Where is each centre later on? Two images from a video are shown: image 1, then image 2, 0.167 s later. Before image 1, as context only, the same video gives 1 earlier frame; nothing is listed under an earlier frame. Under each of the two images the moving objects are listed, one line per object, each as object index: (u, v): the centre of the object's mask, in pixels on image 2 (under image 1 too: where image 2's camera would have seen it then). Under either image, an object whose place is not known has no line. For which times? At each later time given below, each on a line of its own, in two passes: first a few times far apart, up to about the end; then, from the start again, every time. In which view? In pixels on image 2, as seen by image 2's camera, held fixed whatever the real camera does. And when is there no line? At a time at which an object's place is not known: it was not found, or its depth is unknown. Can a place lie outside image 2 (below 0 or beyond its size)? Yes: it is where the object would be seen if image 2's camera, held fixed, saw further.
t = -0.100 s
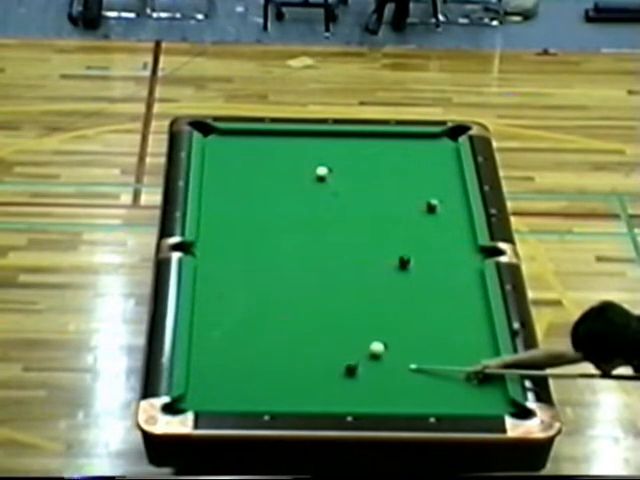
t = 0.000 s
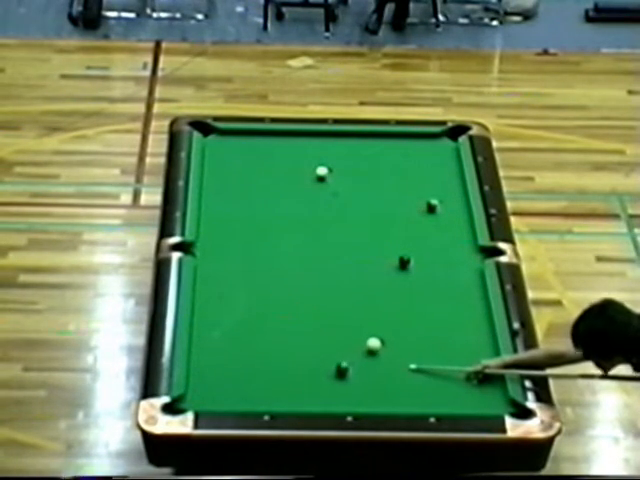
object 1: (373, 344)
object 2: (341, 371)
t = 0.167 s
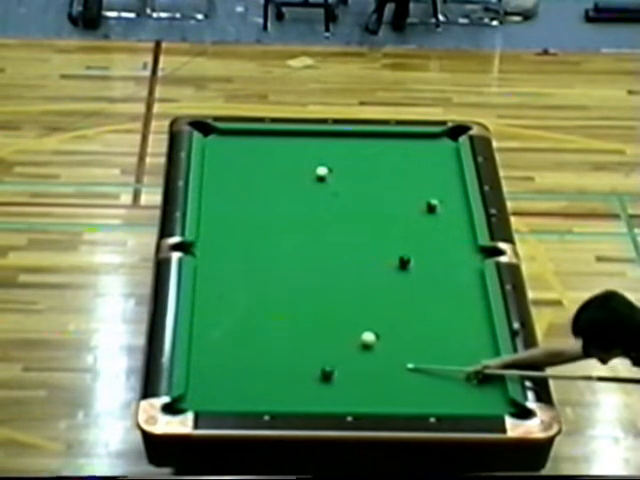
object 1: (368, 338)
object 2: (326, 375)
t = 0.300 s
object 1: (364, 333)
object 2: (315, 377)
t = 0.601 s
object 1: (356, 323)
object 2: (290, 384)
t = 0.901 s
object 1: (348, 314)
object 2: (265, 389)
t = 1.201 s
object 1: (342, 307)
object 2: (242, 395)
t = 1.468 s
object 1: (337, 300)
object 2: (223, 397)
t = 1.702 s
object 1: (332, 296)
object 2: (208, 398)
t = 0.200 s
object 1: (367, 337)
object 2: (324, 375)
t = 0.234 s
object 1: (366, 336)
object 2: (321, 375)
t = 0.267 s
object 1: (365, 334)
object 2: (318, 375)
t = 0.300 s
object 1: (364, 333)
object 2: (315, 377)
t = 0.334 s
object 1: (363, 332)
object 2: (312, 379)
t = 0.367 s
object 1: (363, 331)
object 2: (309, 380)
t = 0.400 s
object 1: (362, 330)
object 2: (306, 380)
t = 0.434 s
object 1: (360, 329)
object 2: (303, 381)
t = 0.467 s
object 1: (359, 328)
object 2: (301, 381)
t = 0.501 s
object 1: (359, 326)
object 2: (298, 380)
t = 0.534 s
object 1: (358, 325)
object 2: (295, 381)
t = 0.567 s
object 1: (357, 324)
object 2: (292, 382)
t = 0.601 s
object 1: (356, 323)
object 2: (290, 384)
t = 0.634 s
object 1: (355, 322)
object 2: (287, 385)
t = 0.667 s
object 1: (354, 321)
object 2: (284, 385)
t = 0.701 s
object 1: (353, 320)
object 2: (281, 385)
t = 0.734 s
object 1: (353, 320)
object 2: (279, 385)
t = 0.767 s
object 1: (352, 318)
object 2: (276, 384)
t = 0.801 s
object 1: (351, 318)
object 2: (273, 385)
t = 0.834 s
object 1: (350, 317)
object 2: (270, 387)
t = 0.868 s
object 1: (349, 315)
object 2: (268, 389)
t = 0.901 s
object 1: (348, 314)
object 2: (265, 389)
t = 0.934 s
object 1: (348, 314)
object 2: (262, 390)
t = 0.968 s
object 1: (347, 313)
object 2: (259, 390)
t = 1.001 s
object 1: (346, 312)
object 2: (258, 389)
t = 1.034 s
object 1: (345, 311)
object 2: (255, 390)
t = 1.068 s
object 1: (345, 310)
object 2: (253, 390)
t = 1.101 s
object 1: (344, 309)
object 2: (250, 391)
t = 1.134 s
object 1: (344, 308)
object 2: (248, 393)
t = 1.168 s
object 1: (343, 307)
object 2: (245, 395)
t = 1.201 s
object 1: (342, 307)
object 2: (242, 395)
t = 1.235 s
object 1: (341, 306)
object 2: (240, 395)
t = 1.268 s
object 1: (341, 305)
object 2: (238, 394)
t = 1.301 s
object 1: (340, 304)
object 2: (235, 394)
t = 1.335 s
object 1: (340, 303)
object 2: (233, 394)
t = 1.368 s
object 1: (339, 303)
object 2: (230, 395)
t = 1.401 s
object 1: (338, 302)
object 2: (227, 395)
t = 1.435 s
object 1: (337, 301)
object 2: (226, 397)
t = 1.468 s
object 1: (337, 300)
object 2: (223, 397)
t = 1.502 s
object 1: (336, 300)
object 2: (220, 397)
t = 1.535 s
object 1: (335, 299)
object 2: (218, 398)
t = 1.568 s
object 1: (335, 298)
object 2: (217, 397)
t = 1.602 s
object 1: (334, 297)
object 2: (215, 397)
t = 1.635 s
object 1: (333, 297)
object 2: (212, 397)
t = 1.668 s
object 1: (333, 296)
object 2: (210, 398)
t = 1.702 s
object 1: (332, 296)
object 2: (208, 398)
